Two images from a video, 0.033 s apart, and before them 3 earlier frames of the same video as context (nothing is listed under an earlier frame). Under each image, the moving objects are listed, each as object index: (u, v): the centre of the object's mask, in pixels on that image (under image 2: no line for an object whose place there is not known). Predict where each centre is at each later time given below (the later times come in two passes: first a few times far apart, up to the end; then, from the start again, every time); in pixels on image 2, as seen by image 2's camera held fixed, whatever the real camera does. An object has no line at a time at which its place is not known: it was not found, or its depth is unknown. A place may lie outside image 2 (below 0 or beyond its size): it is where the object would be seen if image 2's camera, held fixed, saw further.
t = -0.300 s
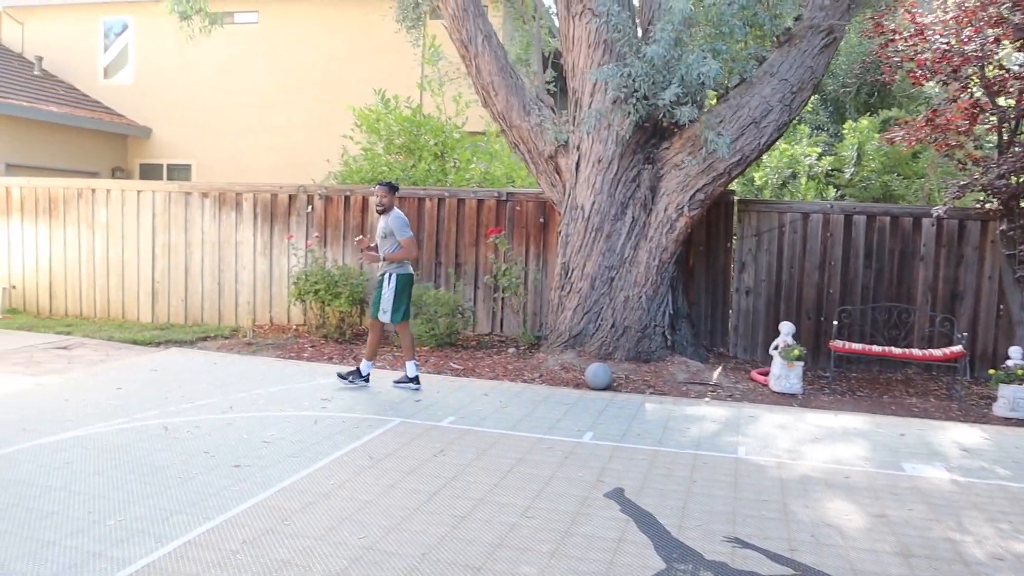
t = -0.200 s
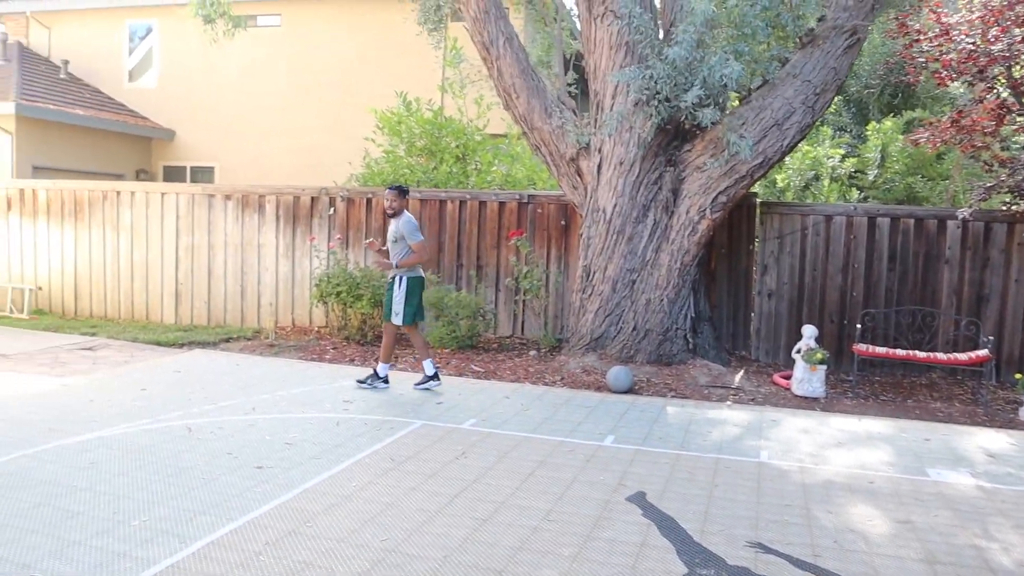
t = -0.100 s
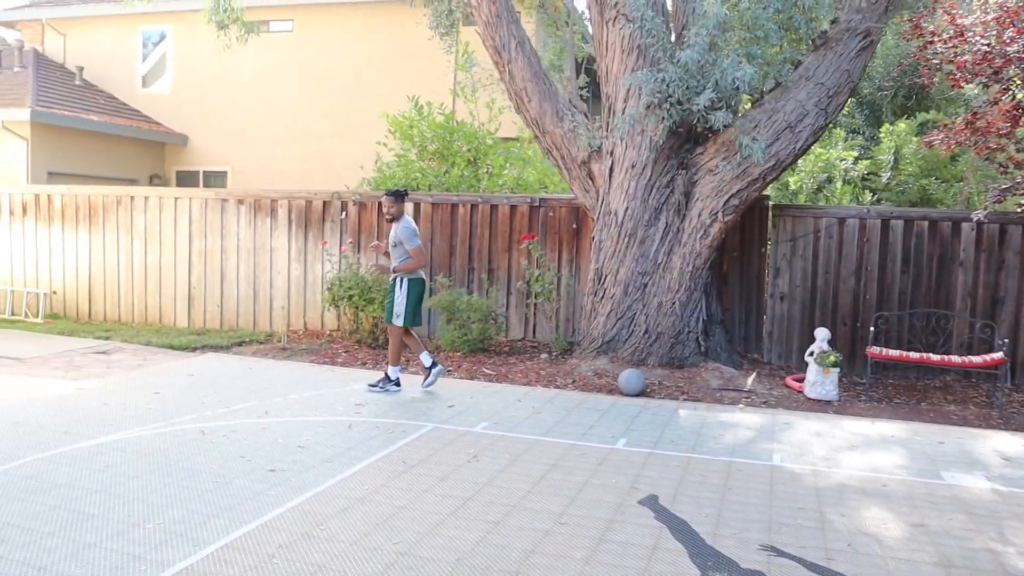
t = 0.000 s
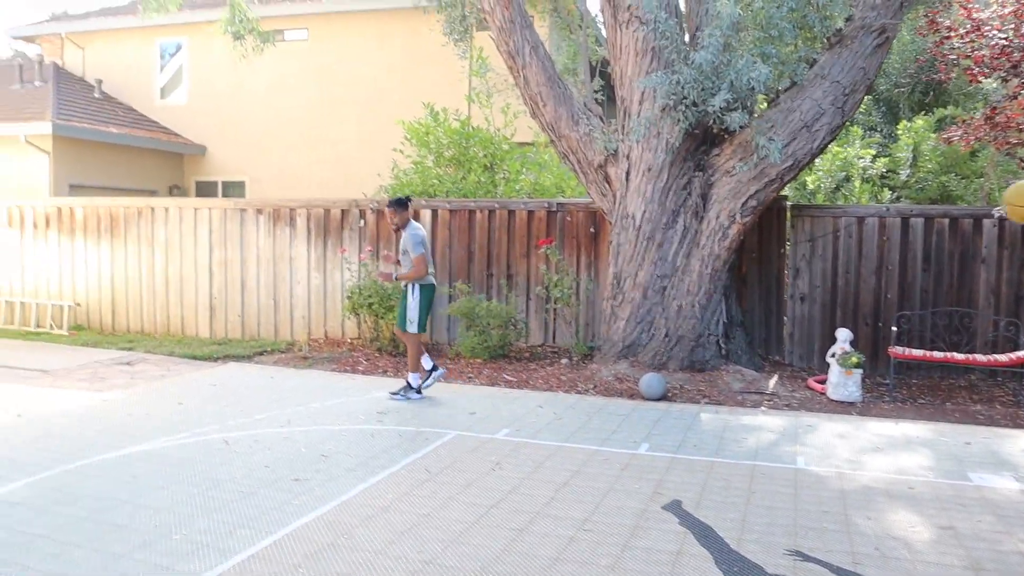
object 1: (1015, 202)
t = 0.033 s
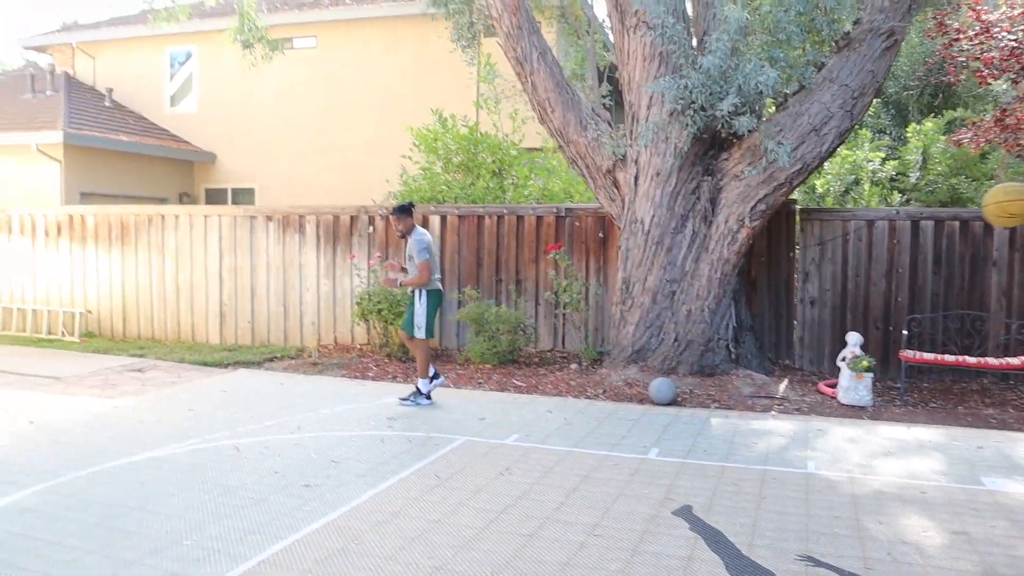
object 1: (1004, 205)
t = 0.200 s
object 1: (857, 240)
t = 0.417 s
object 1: (681, 342)
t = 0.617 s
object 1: (554, 417)
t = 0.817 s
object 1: (482, 329)
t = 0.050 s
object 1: (992, 207)
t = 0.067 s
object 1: (975, 209)
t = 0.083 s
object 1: (961, 211)
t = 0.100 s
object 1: (946, 214)
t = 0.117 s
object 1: (931, 217)
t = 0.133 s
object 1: (915, 221)
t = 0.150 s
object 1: (901, 224)
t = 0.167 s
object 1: (887, 229)
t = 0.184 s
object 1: (872, 234)
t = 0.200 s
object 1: (857, 240)
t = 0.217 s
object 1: (844, 245)
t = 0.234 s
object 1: (829, 251)
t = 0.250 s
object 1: (815, 258)
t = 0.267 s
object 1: (801, 265)
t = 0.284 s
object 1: (787, 272)
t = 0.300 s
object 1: (773, 279)
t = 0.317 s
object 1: (760, 287)
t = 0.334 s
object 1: (746, 295)
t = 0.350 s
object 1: (733, 303)
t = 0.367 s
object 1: (720, 312)
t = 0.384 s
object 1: (707, 322)
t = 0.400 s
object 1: (694, 332)
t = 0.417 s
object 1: (681, 342)
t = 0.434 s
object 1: (668, 353)
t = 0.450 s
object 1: (656, 362)
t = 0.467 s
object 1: (644, 374)
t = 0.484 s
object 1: (631, 385)
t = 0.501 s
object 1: (620, 396)
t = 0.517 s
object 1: (609, 408)
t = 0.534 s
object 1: (597, 422)
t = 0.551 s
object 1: (585, 434)
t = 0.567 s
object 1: (574, 446)
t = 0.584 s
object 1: (568, 439)
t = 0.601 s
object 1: (562, 427)
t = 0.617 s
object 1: (554, 417)
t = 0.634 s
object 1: (548, 406)
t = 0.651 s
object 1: (541, 396)
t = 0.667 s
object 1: (535, 387)
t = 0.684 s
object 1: (528, 380)
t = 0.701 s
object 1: (522, 373)
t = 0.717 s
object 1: (515, 365)
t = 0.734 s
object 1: (510, 359)
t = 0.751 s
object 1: (504, 352)
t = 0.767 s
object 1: (498, 346)
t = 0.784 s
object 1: (492, 340)
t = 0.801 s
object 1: (487, 335)
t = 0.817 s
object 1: (482, 329)
